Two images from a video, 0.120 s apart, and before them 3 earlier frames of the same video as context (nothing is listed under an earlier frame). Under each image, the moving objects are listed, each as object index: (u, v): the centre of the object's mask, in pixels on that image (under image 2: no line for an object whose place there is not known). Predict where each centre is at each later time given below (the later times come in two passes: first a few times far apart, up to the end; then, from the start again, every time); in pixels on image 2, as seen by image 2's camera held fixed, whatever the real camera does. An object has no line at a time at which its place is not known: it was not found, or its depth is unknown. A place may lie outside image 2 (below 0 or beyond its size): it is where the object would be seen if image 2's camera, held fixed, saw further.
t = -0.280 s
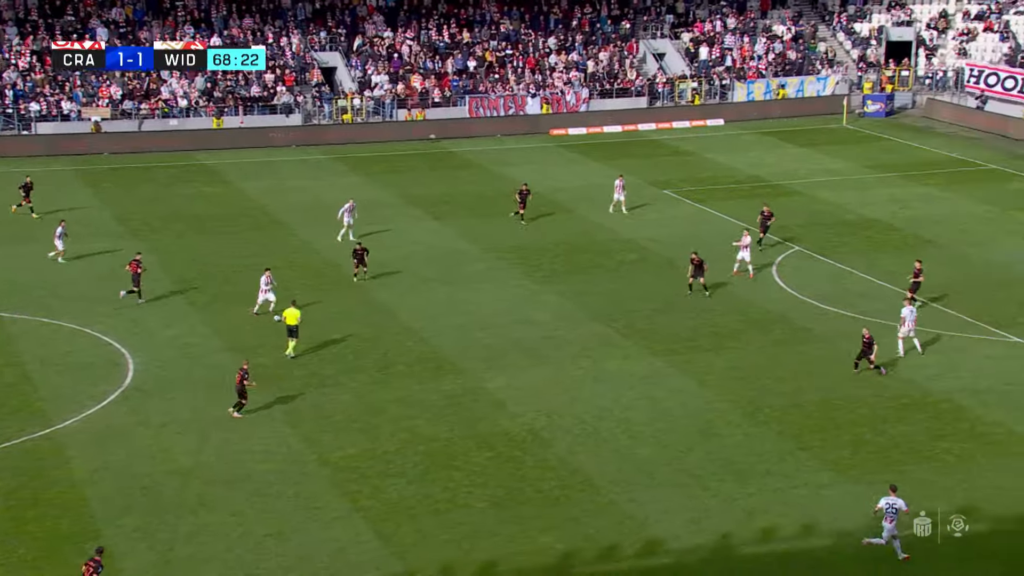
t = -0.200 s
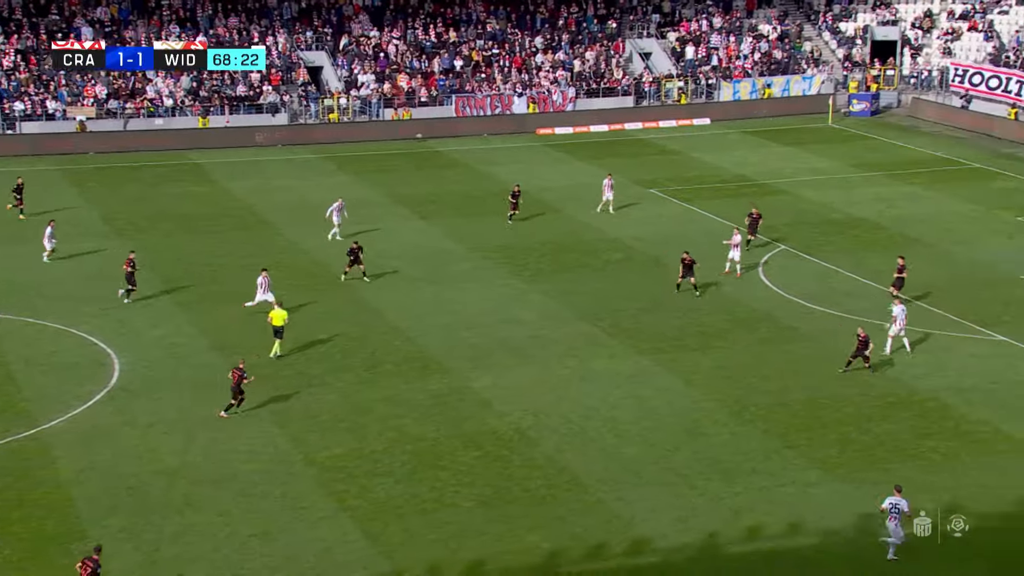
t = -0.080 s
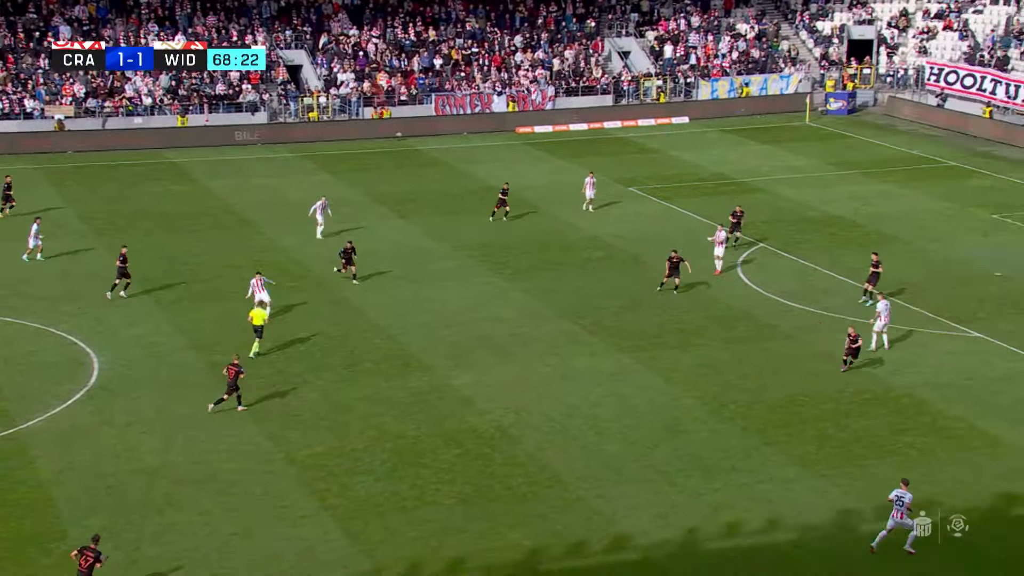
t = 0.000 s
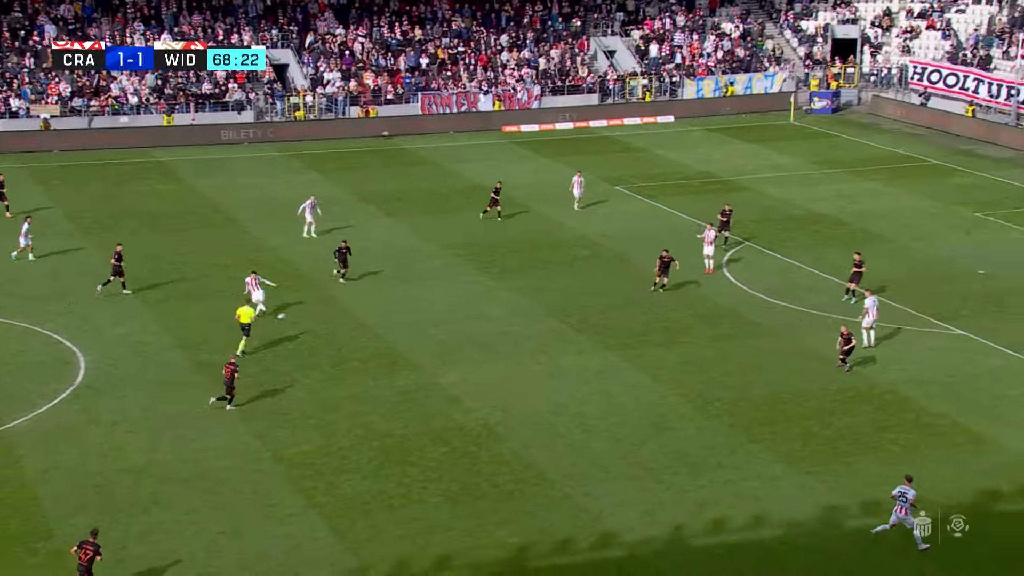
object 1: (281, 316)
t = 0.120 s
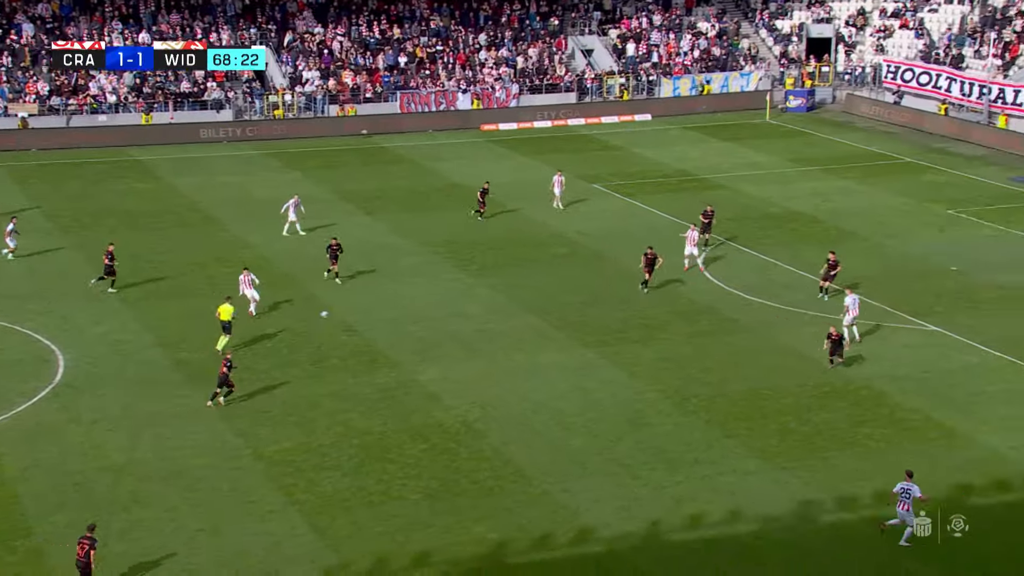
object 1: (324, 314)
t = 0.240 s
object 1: (390, 317)
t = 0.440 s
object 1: (501, 329)
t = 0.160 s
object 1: (345, 315)
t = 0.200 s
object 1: (368, 315)
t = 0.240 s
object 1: (390, 317)
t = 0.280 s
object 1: (410, 318)
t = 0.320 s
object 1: (433, 320)
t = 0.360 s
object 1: (455, 322)
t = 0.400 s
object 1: (479, 325)
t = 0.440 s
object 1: (501, 329)
